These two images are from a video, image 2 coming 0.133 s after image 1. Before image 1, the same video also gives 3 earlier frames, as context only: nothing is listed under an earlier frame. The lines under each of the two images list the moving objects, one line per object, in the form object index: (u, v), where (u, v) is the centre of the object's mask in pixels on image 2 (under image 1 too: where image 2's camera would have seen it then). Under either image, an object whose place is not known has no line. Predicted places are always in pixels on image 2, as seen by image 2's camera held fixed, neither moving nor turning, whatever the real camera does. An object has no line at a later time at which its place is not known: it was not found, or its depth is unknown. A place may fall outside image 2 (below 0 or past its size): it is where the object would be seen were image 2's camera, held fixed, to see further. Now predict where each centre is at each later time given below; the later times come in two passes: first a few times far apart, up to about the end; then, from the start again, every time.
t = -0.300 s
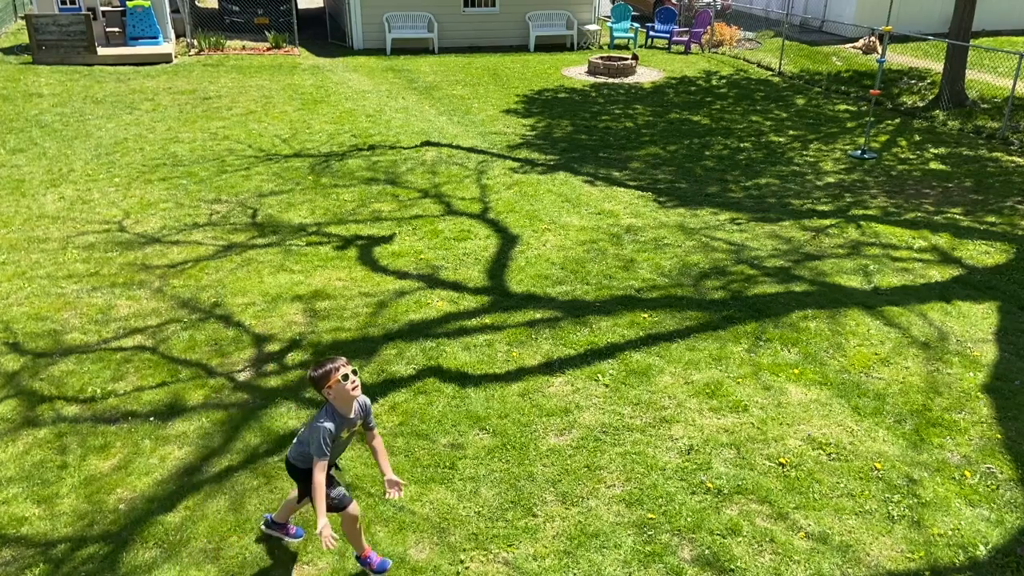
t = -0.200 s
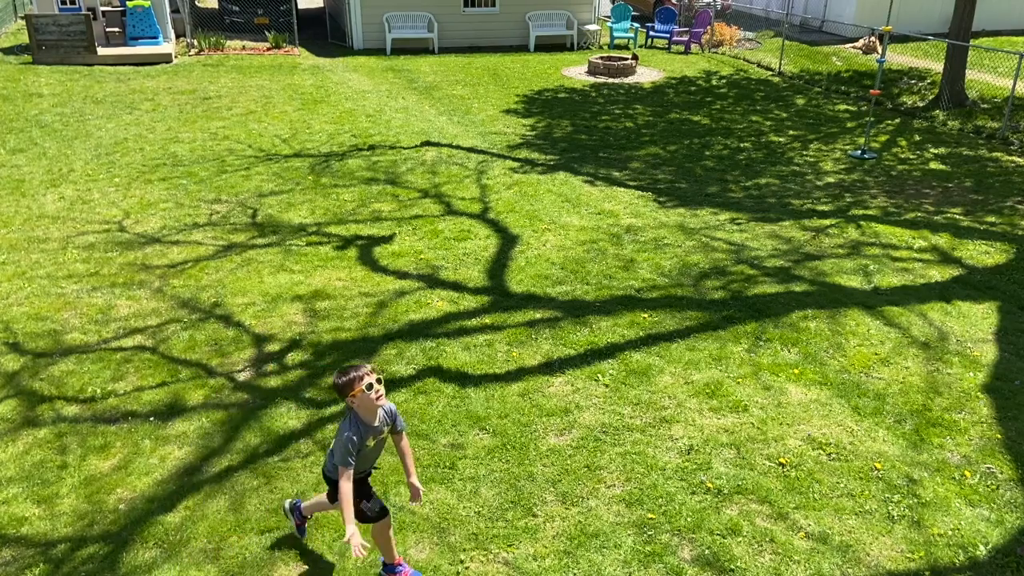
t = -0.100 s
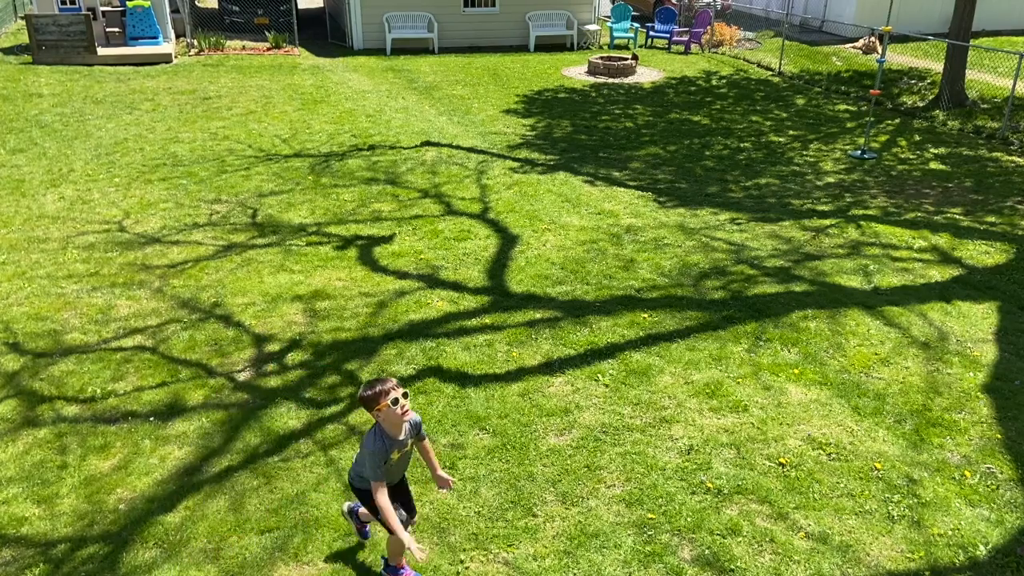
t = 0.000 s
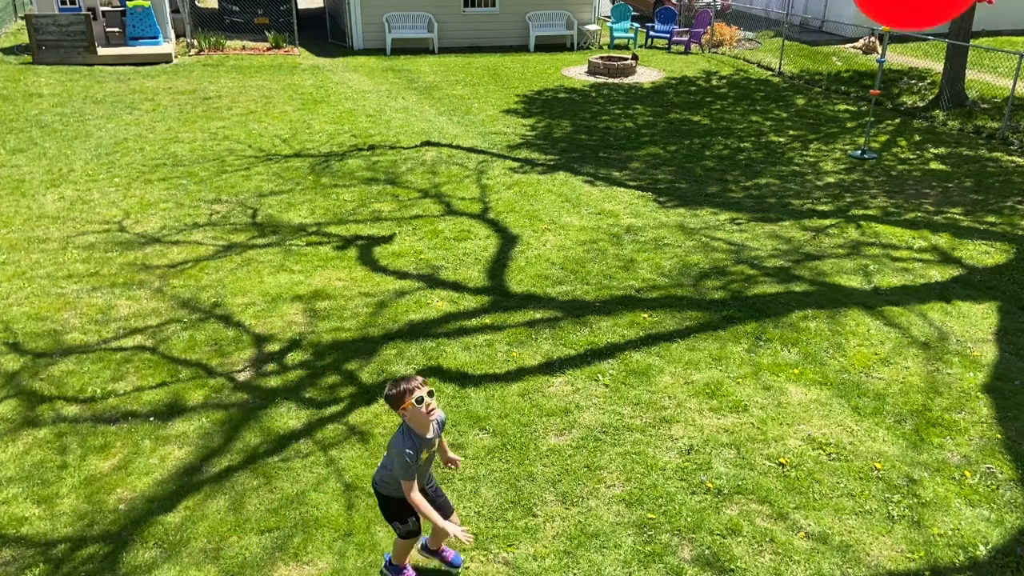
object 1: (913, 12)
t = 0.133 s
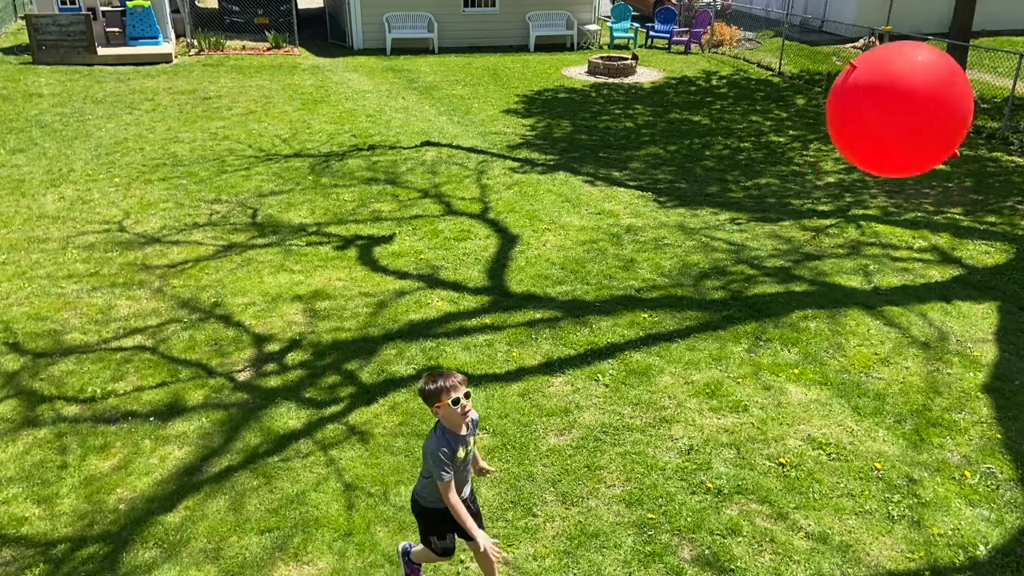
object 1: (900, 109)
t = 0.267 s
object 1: (871, 258)
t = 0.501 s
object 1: (832, 517)
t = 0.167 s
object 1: (893, 146)
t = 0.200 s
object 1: (886, 184)
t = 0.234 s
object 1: (878, 221)
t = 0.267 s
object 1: (871, 258)
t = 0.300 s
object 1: (863, 295)
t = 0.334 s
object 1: (856, 332)
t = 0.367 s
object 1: (849, 370)
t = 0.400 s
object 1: (843, 407)
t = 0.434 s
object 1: (838, 444)
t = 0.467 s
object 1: (835, 482)
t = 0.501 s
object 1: (832, 517)
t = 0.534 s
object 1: (829, 538)
